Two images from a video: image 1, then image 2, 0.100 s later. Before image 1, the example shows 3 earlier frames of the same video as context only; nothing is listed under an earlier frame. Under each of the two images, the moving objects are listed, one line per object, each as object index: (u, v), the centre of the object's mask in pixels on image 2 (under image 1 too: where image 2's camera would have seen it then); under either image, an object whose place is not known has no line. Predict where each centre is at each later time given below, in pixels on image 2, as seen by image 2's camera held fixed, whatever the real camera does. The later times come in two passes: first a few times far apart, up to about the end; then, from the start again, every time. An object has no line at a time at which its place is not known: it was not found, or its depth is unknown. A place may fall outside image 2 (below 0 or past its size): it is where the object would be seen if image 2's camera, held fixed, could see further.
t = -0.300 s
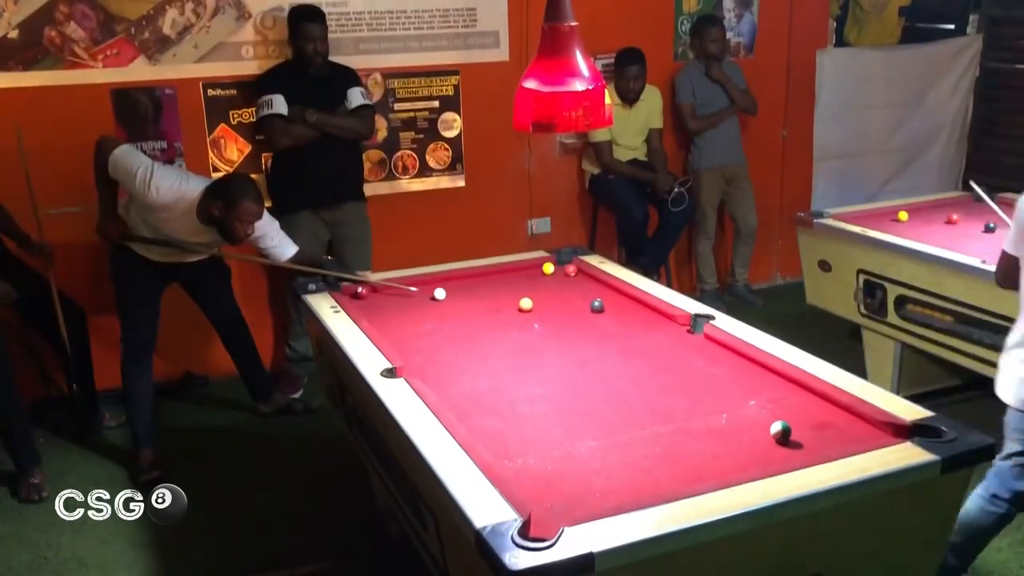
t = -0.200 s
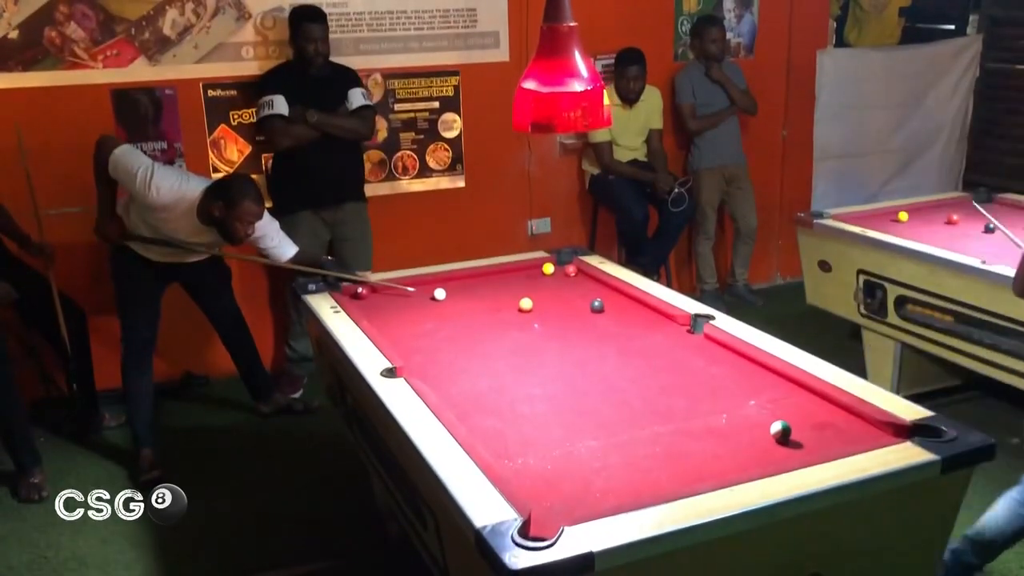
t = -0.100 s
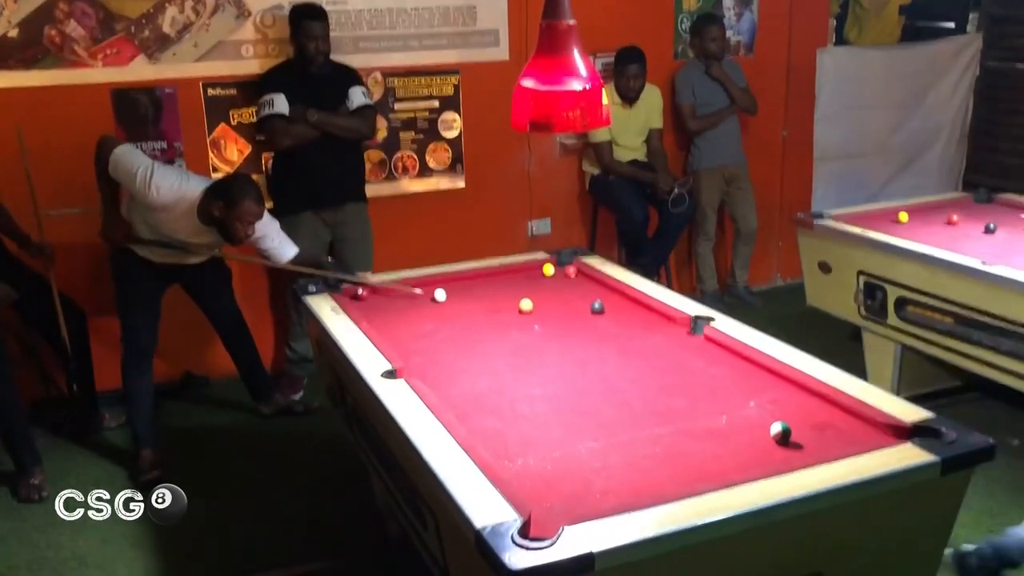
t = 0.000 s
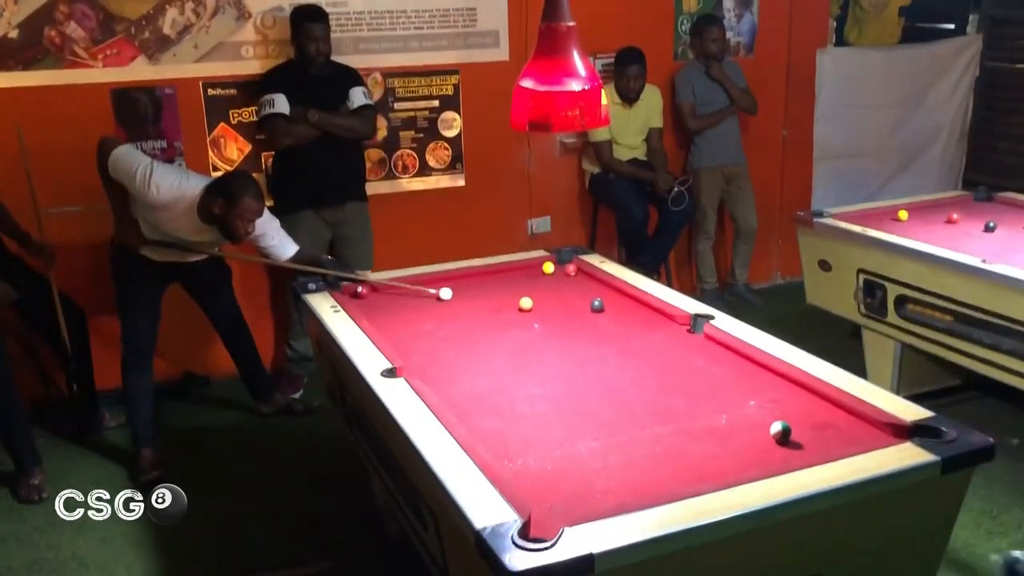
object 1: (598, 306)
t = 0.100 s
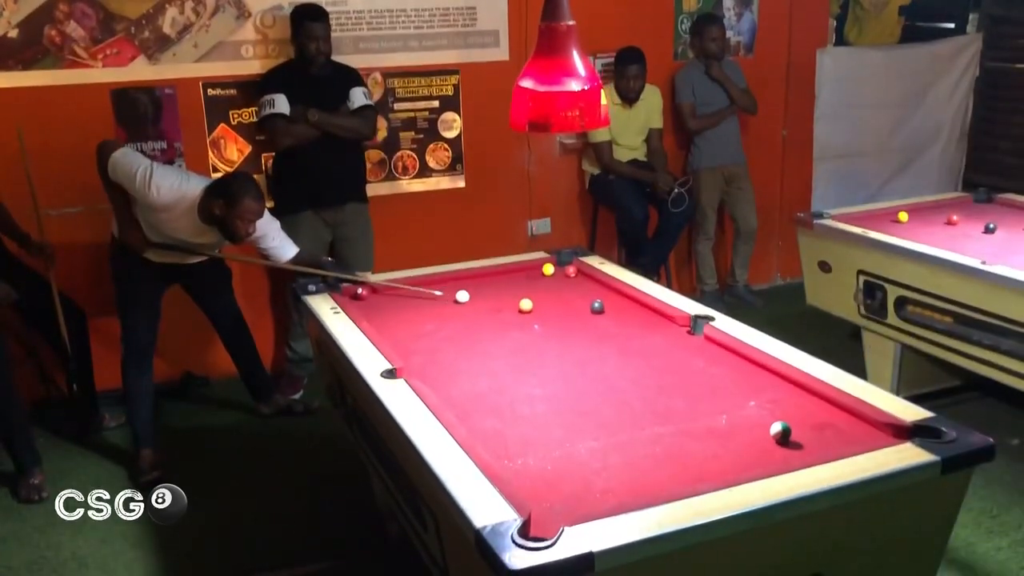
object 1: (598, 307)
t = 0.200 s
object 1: (598, 307)
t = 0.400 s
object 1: (597, 306)
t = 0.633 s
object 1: (597, 307)
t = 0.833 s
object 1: (597, 306)
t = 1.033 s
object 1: (614, 308)
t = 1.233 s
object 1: (633, 308)
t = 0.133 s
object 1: (598, 306)
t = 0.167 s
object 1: (598, 307)
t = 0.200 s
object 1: (598, 307)
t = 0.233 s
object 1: (598, 307)
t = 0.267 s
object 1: (598, 307)
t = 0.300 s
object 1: (597, 307)
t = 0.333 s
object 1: (597, 306)
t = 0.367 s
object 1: (598, 307)
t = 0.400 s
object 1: (597, 306)
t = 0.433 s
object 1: (598, 305)
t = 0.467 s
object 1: (597, 305)
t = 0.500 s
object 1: (597, 306)
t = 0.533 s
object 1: (597, 306)
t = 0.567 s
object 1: (597, 306)
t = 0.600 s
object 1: (597, 306)
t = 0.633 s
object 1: (597, 307)
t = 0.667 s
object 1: (597, 306)
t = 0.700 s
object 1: (597, 307)
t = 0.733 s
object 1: (597, 307)
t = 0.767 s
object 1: (597, 306)
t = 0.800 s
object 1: (597, 306)
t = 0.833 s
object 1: (597, 306)
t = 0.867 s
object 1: (599, 306)
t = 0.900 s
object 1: (603, 307)
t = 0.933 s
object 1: (606, 307)
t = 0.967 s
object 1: (608, 308)
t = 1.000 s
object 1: (612, 307)
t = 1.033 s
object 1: (614, 308)
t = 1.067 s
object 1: (617, 307)
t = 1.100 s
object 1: (620, 308)
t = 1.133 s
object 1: (623, 308)
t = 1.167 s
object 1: (627, 309)
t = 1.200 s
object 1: (630, 308)
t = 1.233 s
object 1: (633, 308)
